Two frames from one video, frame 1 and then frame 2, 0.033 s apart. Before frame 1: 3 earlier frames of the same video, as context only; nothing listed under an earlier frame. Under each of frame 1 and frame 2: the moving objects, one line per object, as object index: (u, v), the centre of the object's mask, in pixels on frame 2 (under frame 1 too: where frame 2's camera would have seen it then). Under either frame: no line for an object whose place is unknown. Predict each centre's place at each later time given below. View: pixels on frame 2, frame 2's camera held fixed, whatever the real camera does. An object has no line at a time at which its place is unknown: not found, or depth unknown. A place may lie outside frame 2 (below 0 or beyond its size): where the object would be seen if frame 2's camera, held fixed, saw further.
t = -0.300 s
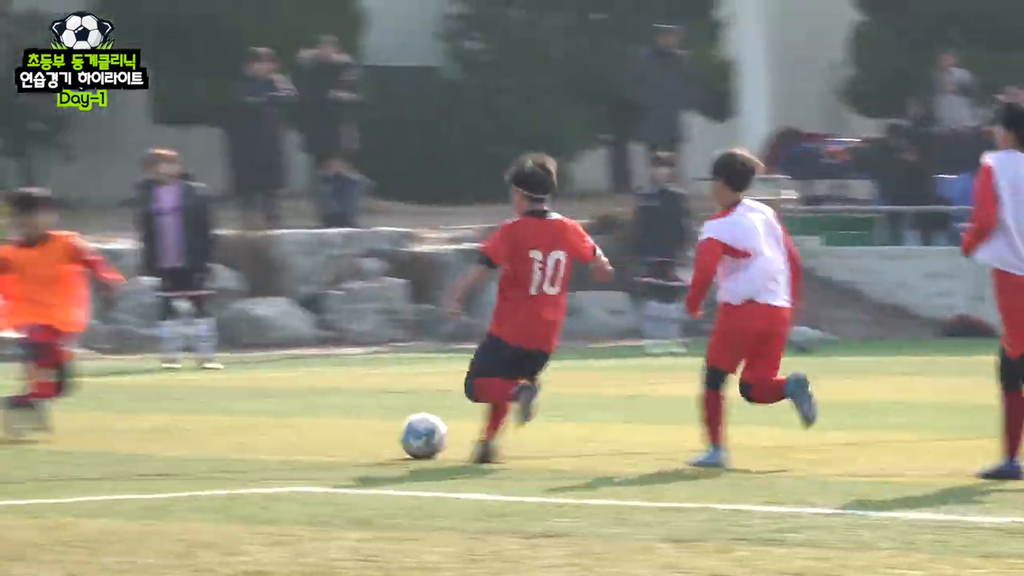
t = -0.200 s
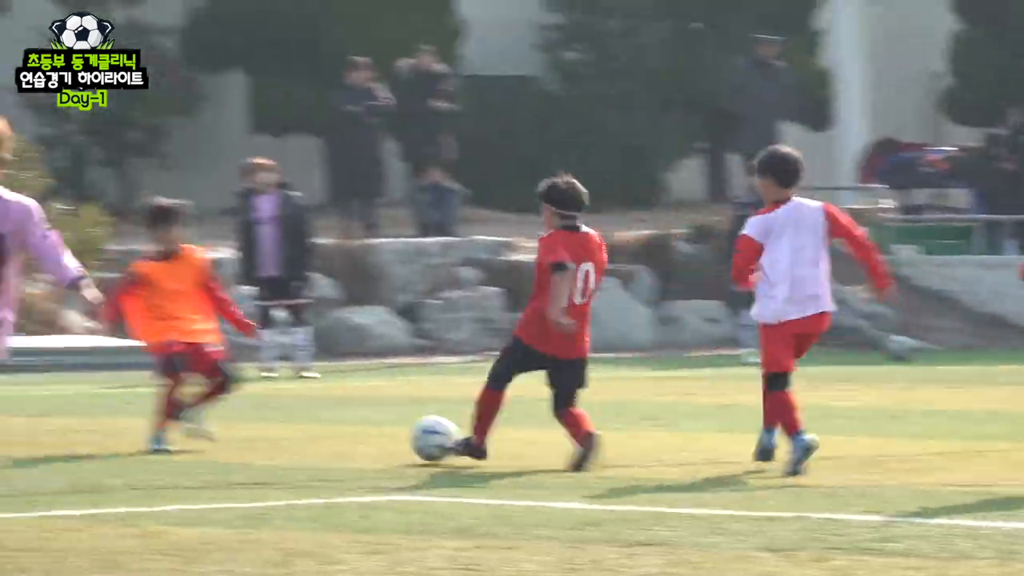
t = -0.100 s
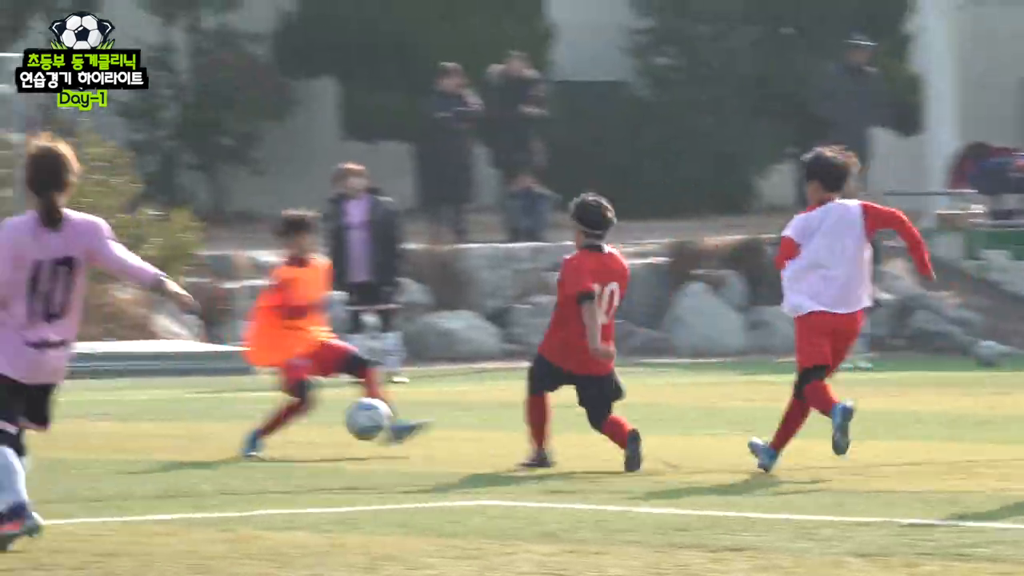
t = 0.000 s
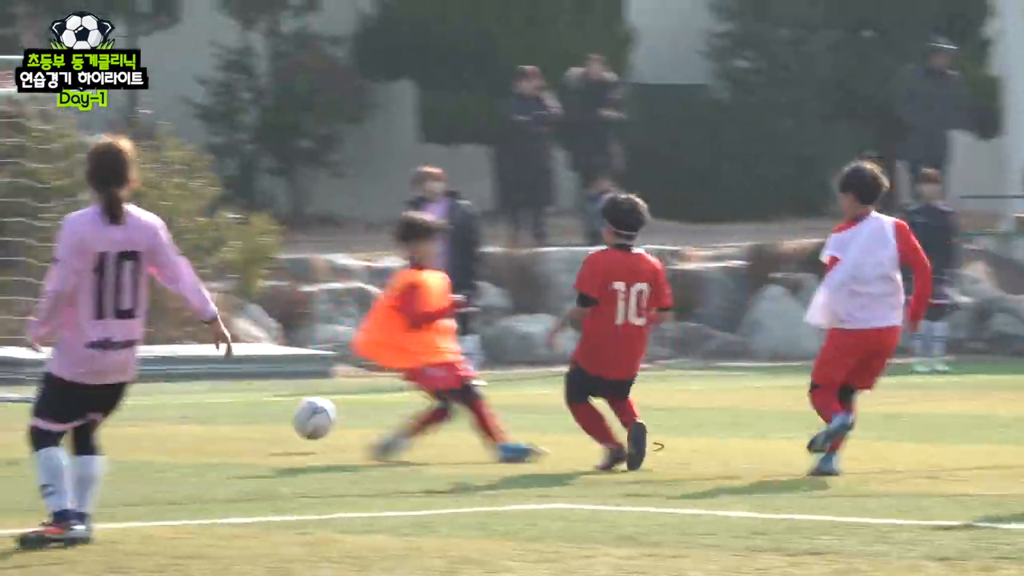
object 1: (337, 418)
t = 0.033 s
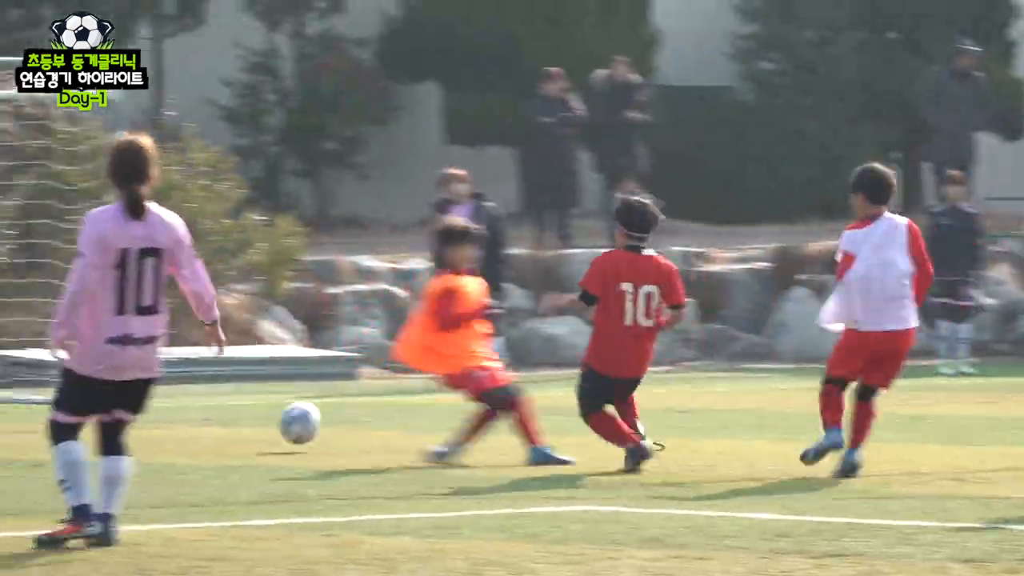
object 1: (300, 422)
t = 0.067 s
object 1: (264, 428)
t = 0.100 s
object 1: (231, 430)
